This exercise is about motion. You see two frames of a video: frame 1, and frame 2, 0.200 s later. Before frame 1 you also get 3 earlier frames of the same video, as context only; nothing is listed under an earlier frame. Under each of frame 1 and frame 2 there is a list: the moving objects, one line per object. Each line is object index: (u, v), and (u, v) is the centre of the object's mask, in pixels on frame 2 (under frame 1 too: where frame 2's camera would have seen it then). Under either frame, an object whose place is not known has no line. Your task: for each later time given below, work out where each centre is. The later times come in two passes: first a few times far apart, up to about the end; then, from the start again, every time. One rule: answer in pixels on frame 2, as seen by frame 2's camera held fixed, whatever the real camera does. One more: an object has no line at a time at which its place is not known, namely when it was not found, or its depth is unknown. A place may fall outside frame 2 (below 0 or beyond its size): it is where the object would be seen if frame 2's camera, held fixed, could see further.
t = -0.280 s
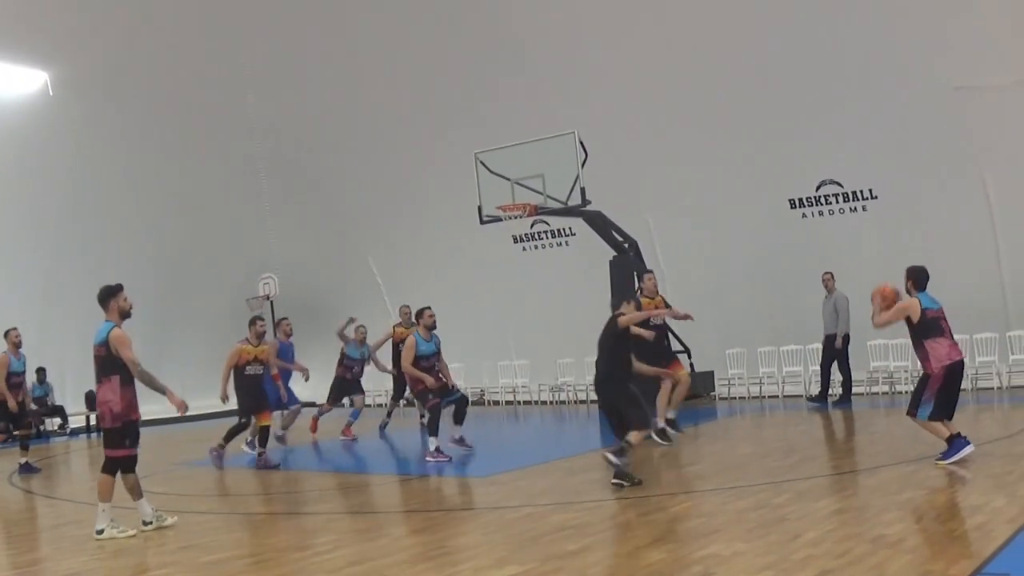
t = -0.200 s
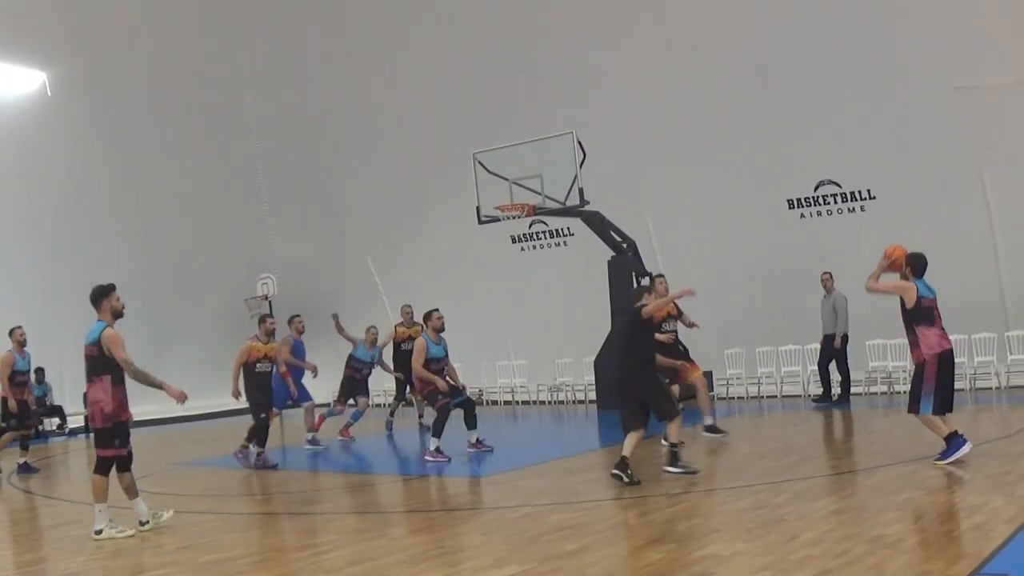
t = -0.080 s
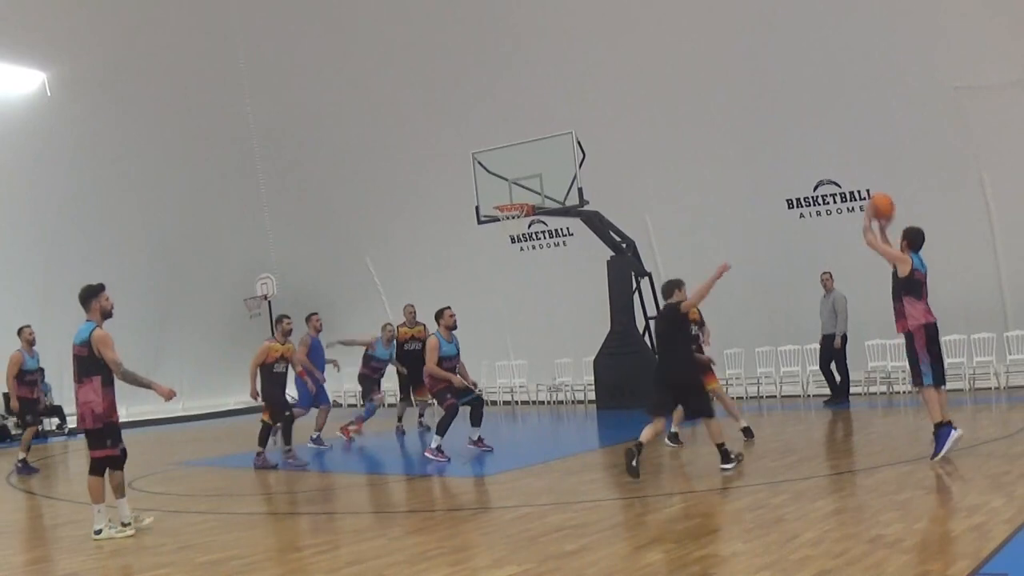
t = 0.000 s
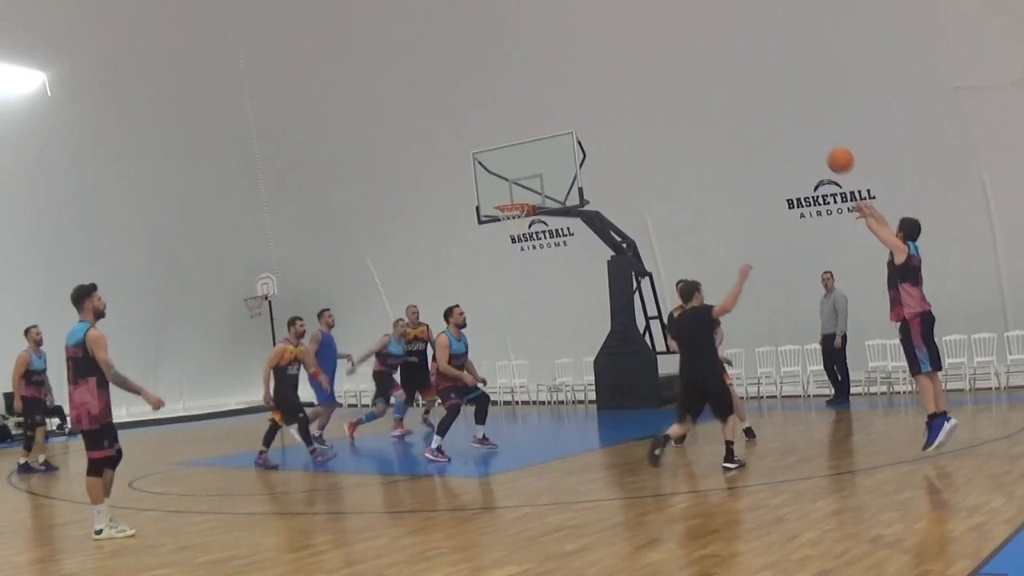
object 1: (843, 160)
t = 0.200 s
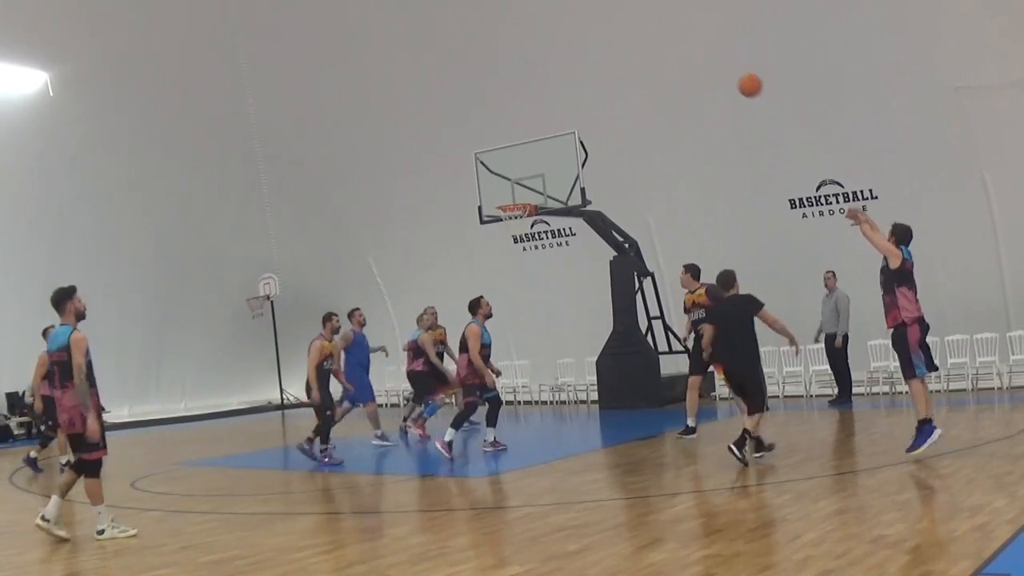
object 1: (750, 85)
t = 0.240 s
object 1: (733, 76)
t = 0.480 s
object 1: (649, 57)
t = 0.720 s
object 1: (586, 86)
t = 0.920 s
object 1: (544, 138)
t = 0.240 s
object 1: (733, 76)
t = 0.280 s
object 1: (718, 69)
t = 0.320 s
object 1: (703, 63)
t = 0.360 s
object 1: (688, 60)
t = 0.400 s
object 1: (675, 57)
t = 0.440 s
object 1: (662, 56)
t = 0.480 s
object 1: (649, 57)
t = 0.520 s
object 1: (638, 59)
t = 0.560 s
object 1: (626, 62)
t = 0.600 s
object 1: (616, 66)
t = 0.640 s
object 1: (605, 71)
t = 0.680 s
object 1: (595, 78)
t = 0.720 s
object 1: (586, 86)
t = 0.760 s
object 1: (577, 94)
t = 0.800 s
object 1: (568, 104)
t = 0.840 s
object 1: (559, 114)
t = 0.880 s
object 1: (551, 126)
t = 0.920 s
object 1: (544, 138)
